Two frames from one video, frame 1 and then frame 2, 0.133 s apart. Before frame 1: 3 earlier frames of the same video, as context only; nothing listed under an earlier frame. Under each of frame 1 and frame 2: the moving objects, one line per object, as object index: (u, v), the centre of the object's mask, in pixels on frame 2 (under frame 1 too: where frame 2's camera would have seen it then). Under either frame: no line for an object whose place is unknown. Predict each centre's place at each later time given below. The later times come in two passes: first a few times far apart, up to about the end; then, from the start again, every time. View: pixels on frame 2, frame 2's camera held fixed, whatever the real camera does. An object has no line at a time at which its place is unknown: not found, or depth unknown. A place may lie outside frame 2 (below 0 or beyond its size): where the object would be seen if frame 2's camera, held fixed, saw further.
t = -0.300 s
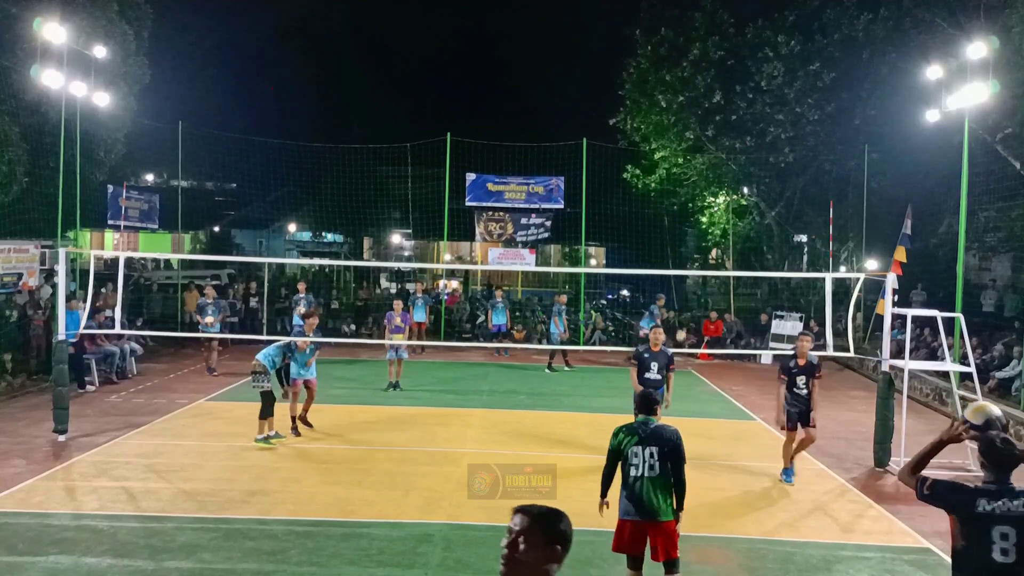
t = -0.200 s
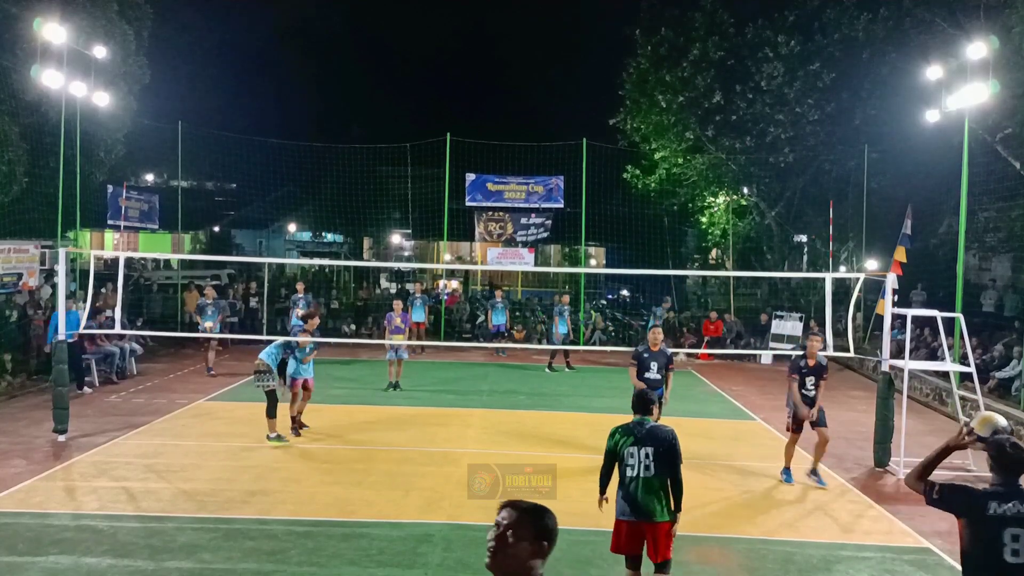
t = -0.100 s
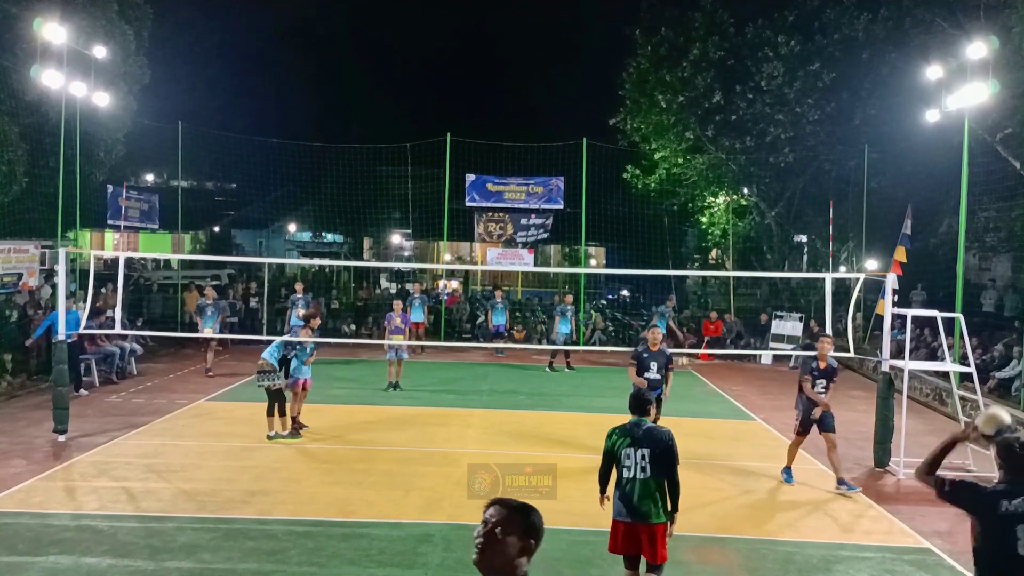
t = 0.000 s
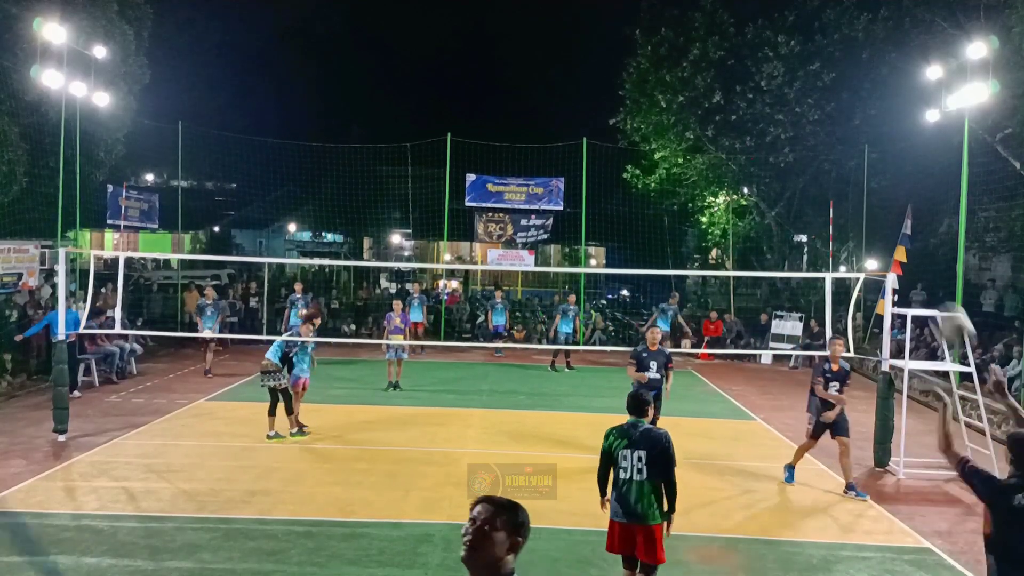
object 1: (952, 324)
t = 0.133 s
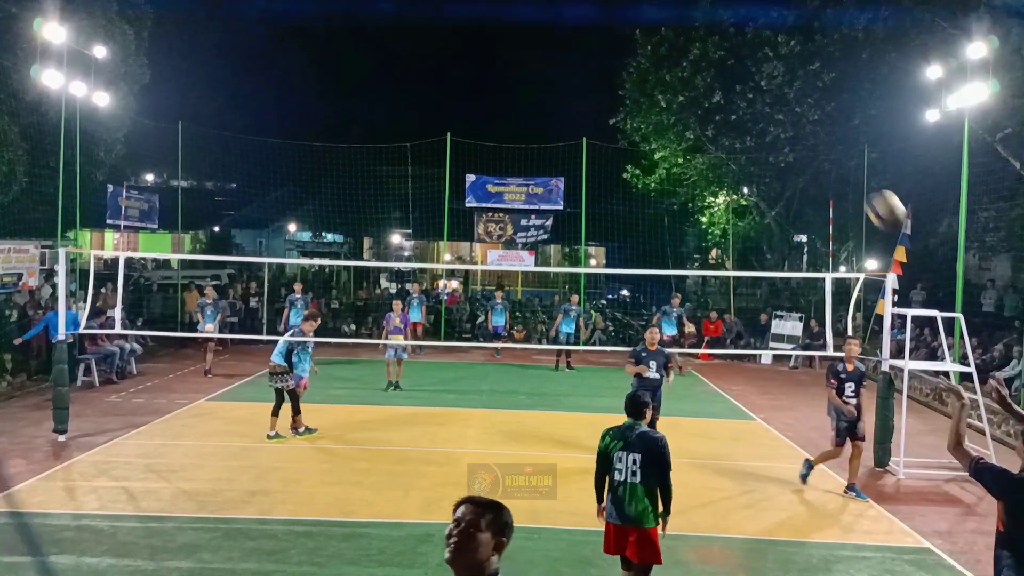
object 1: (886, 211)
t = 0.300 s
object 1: (820, 130)
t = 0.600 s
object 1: (735, 106)
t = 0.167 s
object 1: (871, 189)
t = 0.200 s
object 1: (857, 170)
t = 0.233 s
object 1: (844, 155)
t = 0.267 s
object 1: (832, 142)
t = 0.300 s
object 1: (820, 130)
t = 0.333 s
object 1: (809, 121)
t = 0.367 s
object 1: (799, 114)
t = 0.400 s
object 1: (788, 108)
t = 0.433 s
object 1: (778, 104)
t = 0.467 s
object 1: (769, 102)
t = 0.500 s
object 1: (760, 101)
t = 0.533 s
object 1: (751, 101)
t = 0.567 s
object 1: (743, 103)
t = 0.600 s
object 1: (735, 106)
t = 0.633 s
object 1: (727, 110)
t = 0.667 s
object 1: (719, 115)
